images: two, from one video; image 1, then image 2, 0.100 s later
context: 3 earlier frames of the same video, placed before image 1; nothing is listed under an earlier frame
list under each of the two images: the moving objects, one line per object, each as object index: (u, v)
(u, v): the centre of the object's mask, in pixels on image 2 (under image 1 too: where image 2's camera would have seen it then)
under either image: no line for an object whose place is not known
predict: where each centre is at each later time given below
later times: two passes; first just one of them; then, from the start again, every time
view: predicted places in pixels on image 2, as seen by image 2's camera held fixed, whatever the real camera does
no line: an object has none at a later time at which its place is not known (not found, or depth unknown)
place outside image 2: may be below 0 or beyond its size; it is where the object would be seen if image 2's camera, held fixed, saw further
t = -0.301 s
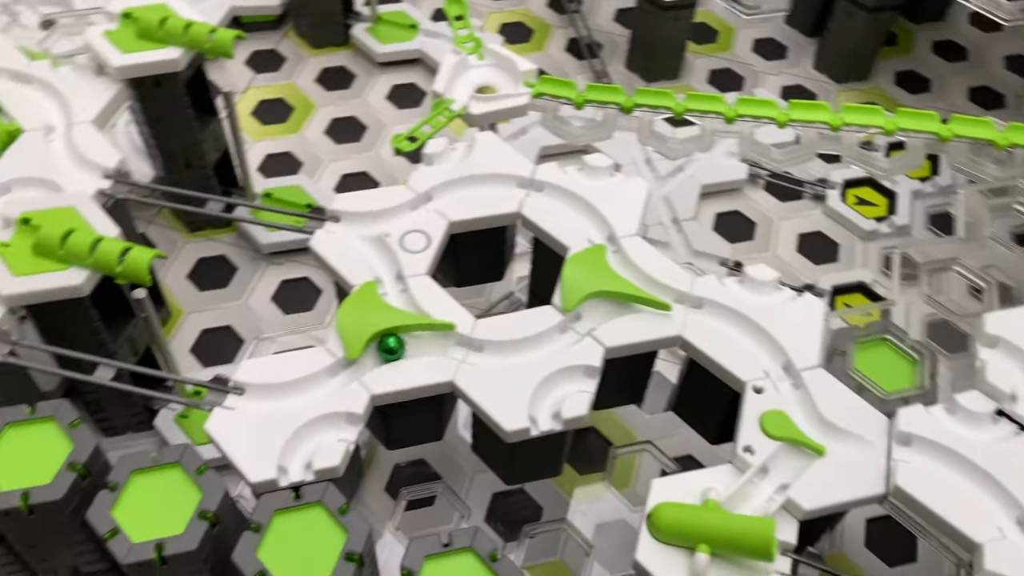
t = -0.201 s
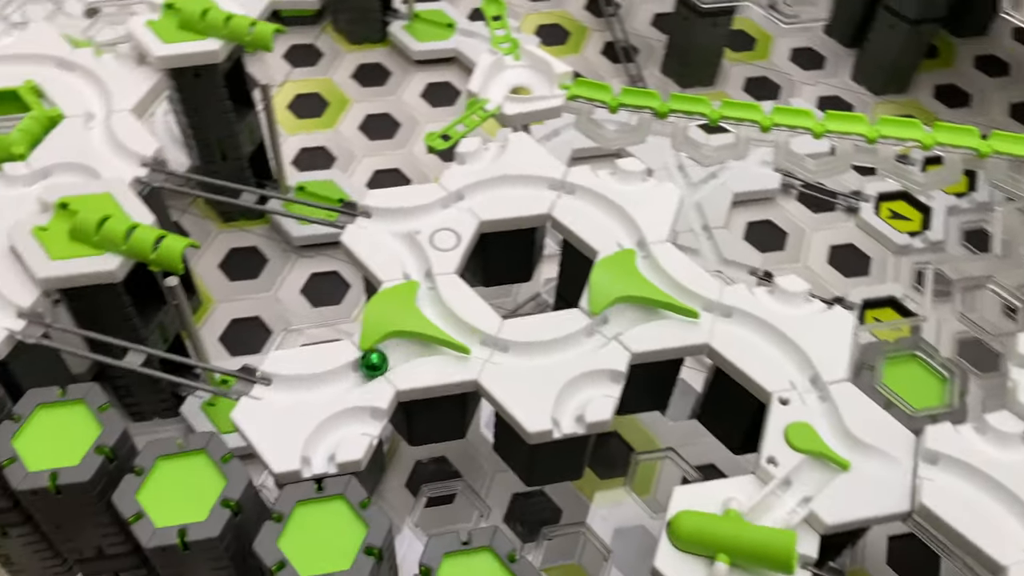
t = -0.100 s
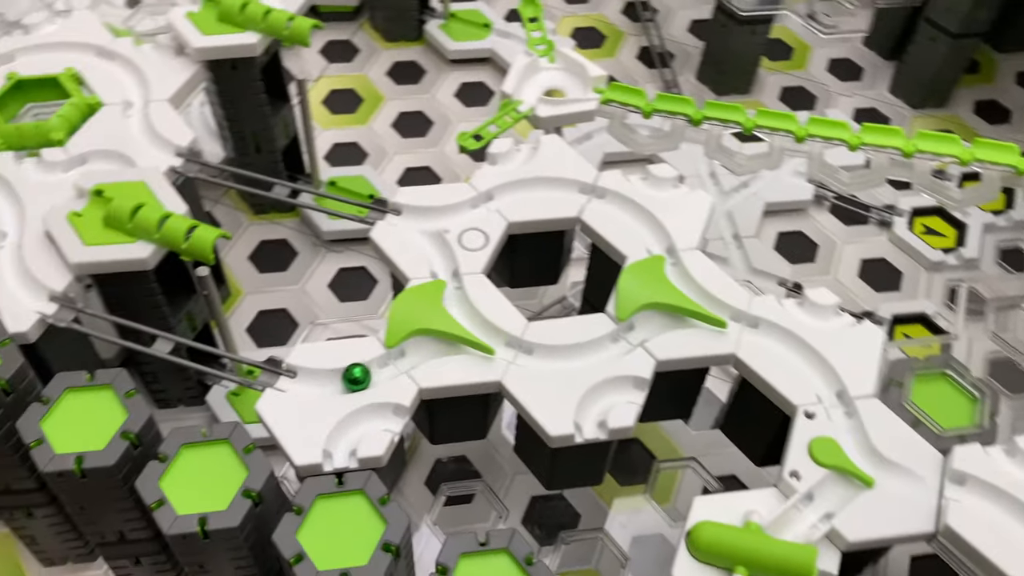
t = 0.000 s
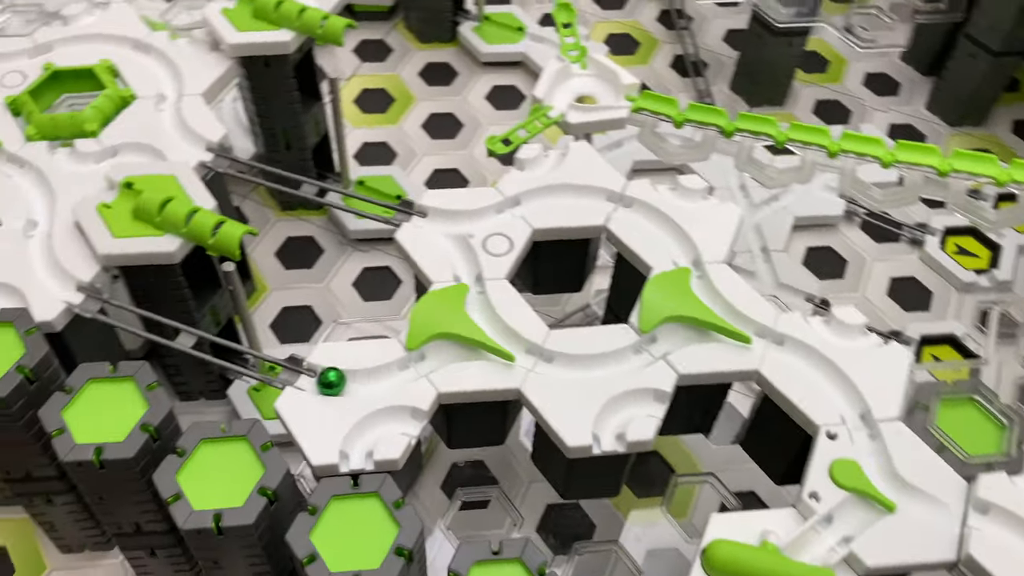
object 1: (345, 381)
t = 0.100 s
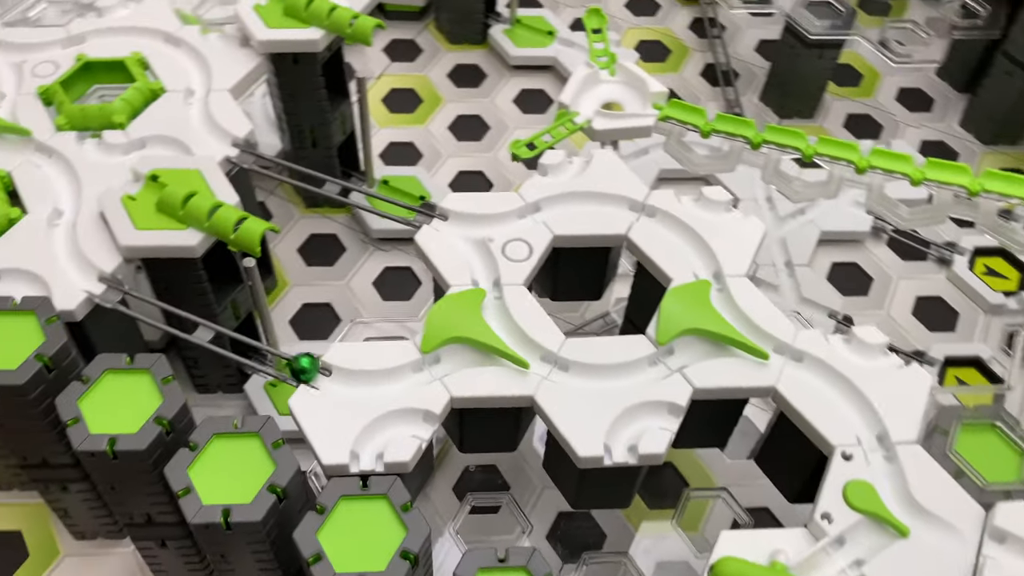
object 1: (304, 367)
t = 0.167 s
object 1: (277, 357)
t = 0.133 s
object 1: (291, 363)
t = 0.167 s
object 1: (277, 357)
